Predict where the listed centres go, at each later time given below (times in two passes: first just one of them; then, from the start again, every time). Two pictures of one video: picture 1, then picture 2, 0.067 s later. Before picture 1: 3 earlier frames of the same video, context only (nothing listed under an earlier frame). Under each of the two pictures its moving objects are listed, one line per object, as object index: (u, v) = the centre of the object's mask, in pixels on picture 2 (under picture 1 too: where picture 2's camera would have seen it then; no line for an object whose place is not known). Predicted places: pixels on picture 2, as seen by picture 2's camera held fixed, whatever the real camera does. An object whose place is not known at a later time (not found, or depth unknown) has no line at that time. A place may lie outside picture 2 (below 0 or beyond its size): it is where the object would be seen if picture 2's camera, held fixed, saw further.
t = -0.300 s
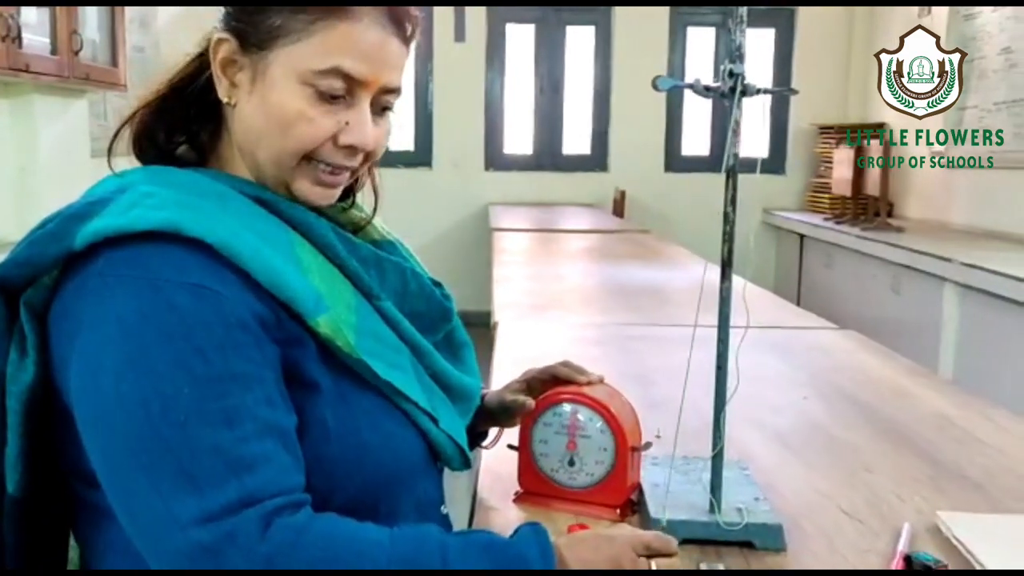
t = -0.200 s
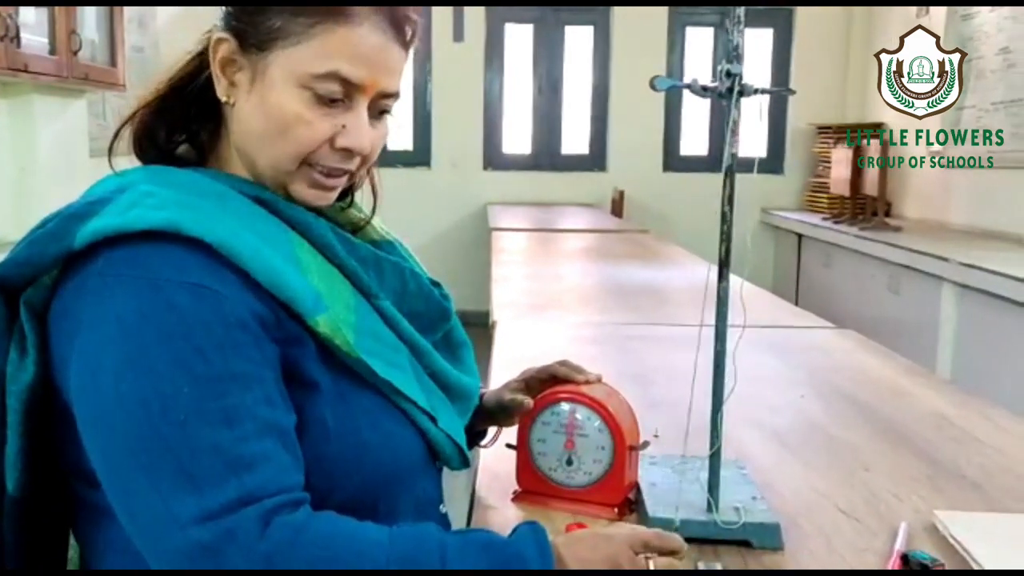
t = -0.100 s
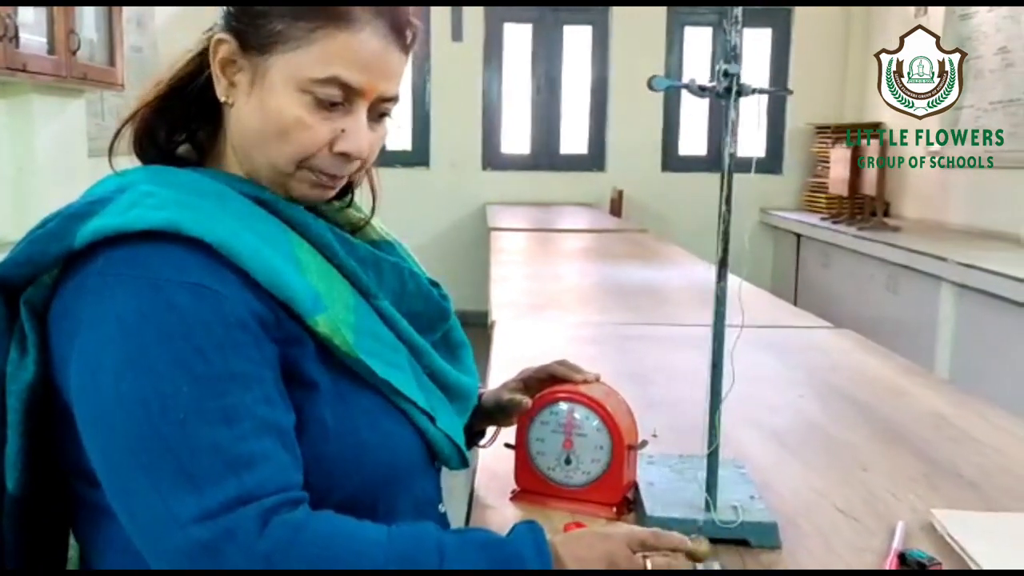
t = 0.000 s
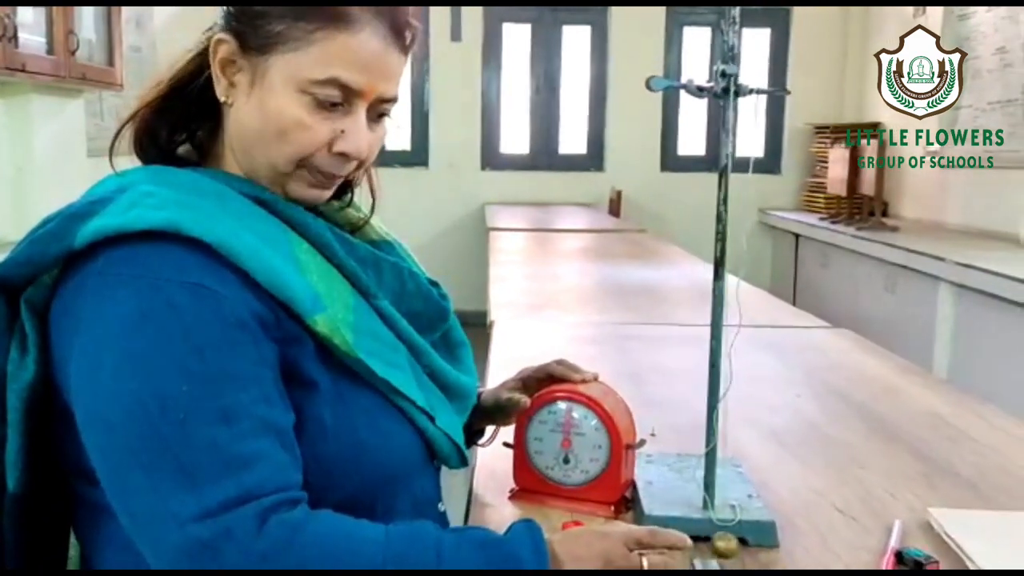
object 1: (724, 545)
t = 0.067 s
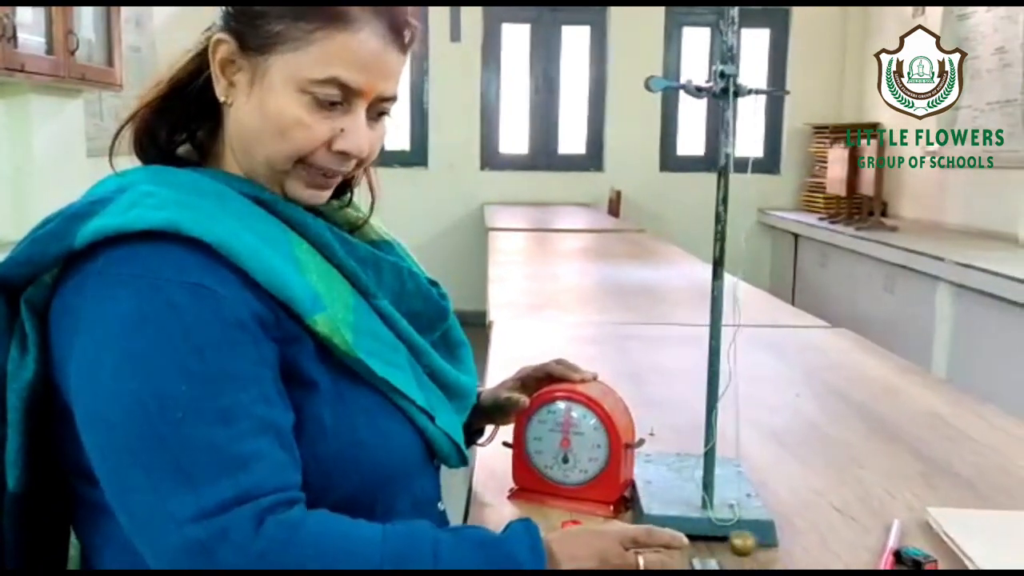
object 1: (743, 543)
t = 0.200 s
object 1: (765, 540)
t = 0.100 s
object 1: (749, 541)
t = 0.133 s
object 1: (756, 541)
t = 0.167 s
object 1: (762, 540)
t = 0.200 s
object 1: (765, 540)
